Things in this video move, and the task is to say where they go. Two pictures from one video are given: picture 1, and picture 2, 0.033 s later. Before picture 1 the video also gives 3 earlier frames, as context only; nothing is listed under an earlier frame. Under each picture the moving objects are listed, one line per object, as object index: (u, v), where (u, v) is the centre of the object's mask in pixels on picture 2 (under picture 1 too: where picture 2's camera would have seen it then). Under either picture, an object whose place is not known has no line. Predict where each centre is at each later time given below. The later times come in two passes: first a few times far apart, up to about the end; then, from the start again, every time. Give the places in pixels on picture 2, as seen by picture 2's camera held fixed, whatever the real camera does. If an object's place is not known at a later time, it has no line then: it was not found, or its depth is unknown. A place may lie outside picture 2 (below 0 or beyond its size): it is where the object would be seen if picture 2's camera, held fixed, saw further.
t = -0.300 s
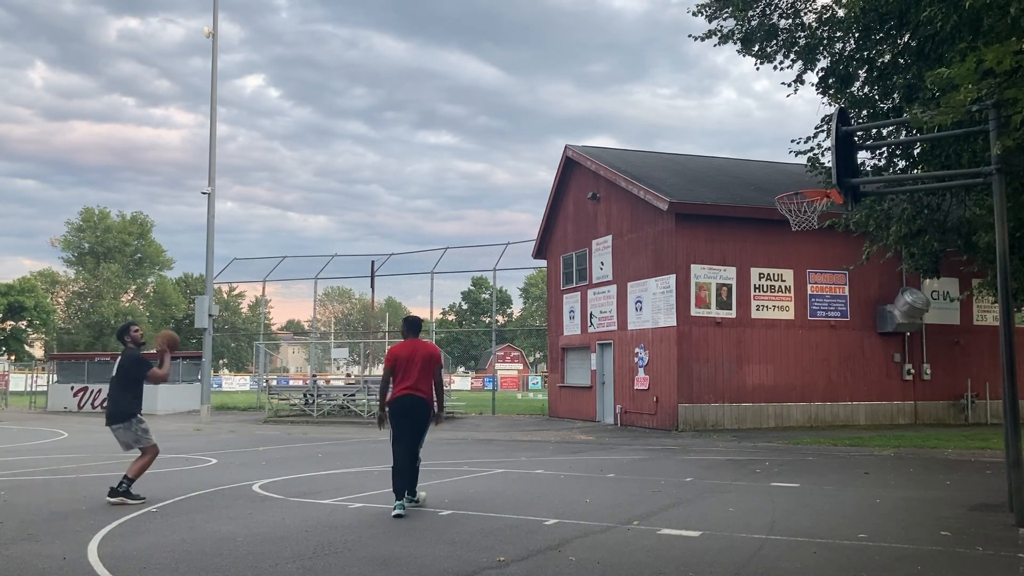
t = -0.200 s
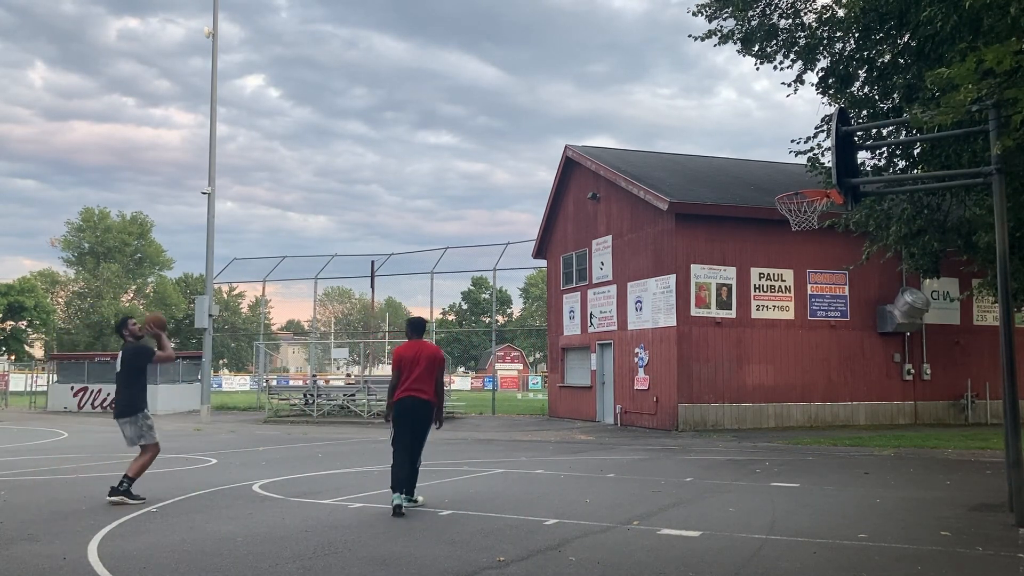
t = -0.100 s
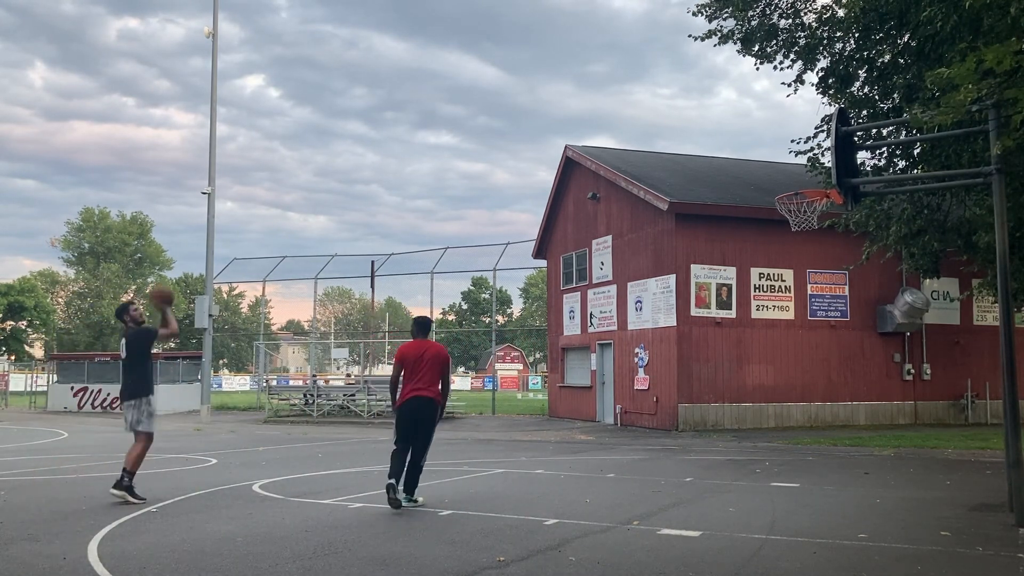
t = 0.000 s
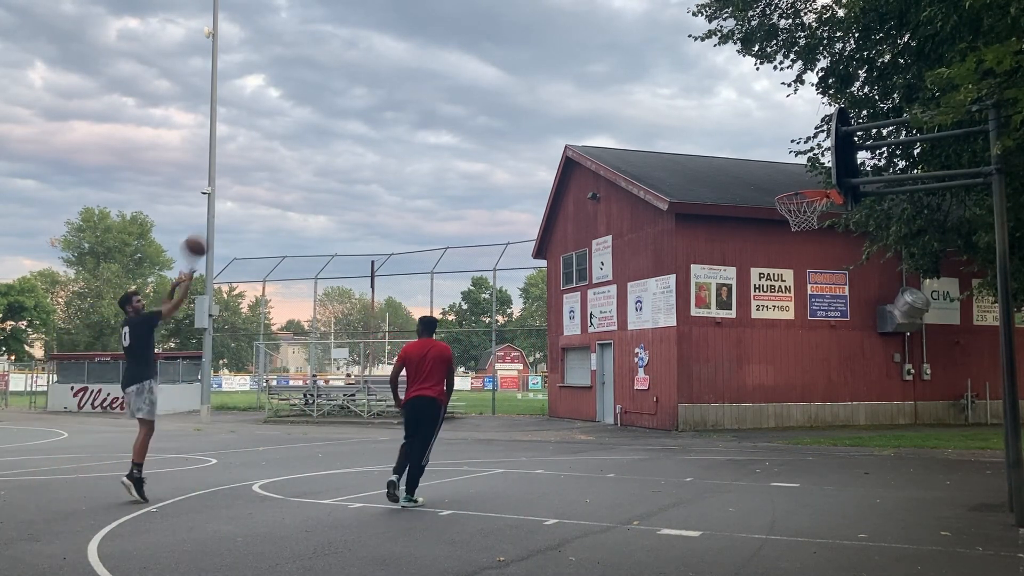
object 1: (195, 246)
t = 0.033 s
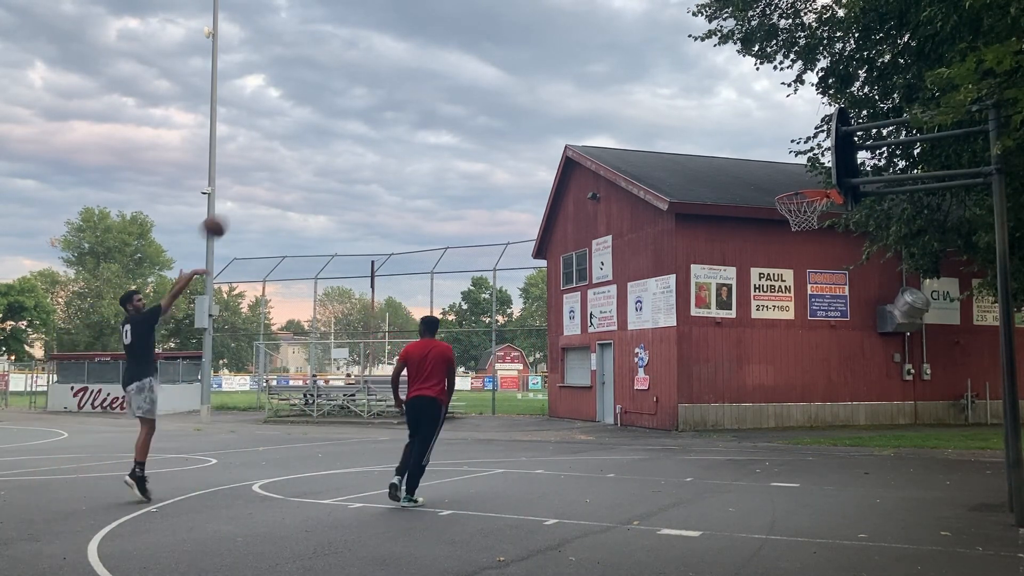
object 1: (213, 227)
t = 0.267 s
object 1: (338, 121)
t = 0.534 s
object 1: (476, 65)
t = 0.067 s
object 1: (232, 208)
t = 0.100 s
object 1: (250, 191)
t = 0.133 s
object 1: (268, 175)
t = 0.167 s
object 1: (285, 160)
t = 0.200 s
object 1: (303, 146)
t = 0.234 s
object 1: (321, 133)
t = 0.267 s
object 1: (338, 121)
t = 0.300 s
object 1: (356, 111)
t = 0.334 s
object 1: (373, 101)
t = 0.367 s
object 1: (391, 93)
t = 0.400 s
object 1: (408, 85)
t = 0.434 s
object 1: (425, 79)
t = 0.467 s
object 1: (442, 73)
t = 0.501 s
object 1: (459, 68)
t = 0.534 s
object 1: (476, 65)
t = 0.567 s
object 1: (493, 63)
